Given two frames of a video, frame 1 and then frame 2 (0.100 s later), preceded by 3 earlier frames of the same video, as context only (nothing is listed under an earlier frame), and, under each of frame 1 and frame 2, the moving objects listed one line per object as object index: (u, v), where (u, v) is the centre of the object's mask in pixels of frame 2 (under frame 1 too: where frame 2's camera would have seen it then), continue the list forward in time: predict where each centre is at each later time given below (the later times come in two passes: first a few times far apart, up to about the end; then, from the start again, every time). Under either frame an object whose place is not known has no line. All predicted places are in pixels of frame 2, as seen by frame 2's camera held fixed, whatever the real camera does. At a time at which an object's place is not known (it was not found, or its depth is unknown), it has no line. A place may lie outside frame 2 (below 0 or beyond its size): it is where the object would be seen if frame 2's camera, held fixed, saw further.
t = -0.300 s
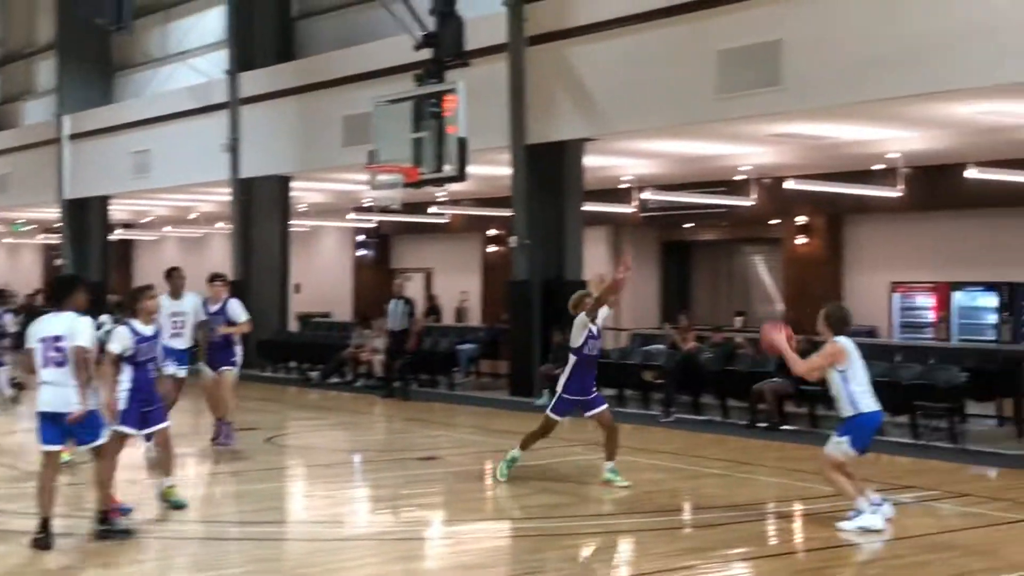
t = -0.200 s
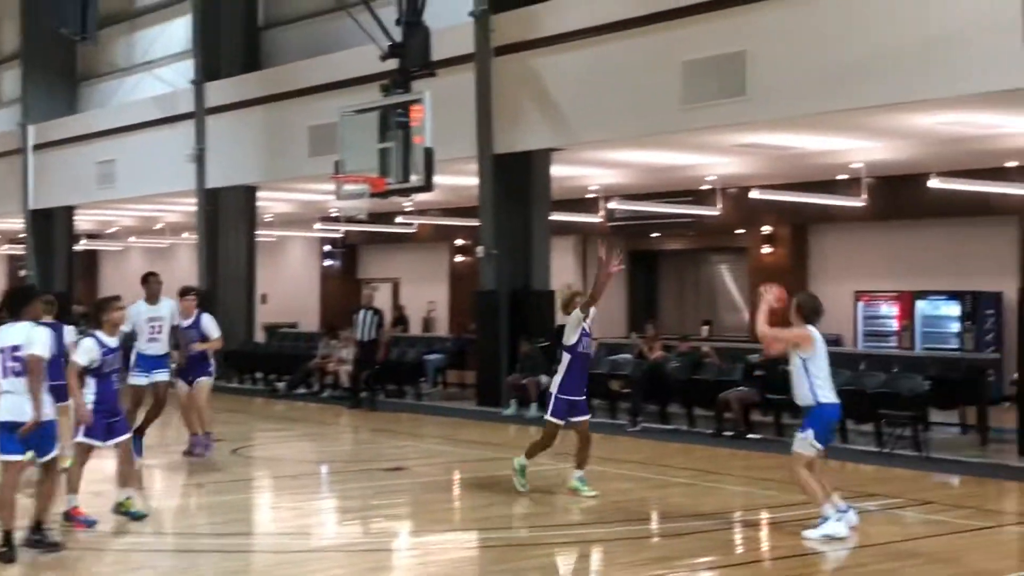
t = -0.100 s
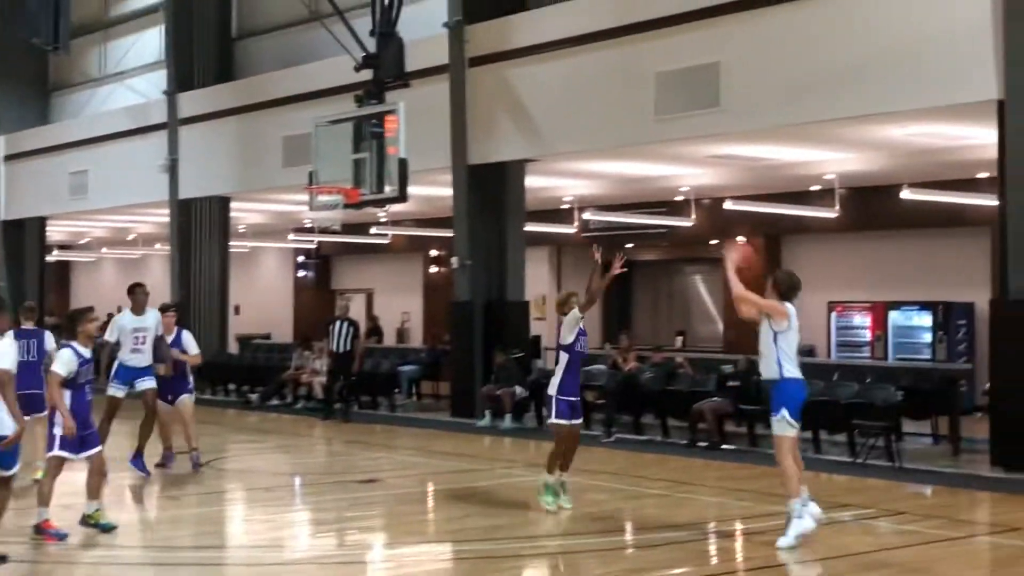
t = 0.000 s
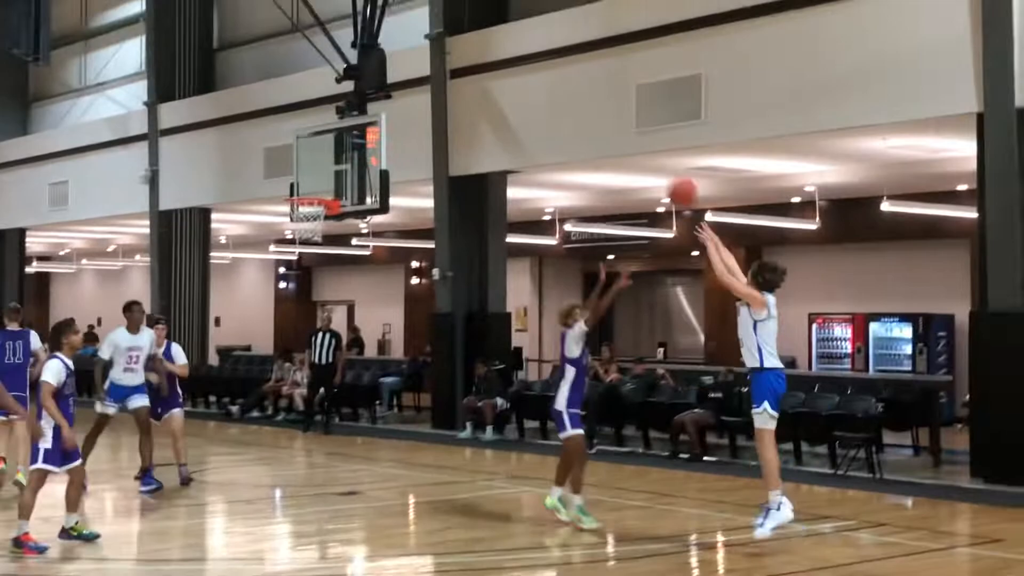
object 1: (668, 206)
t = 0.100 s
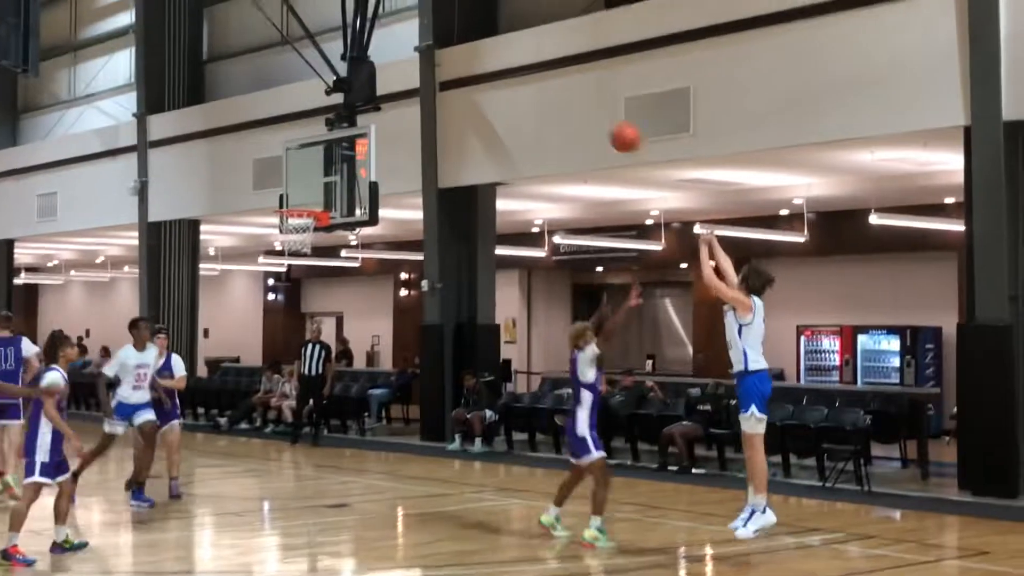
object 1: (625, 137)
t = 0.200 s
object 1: (584, 88)
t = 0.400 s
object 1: (512, 30)
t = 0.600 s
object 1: (448, 21)
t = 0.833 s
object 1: (384, 58)
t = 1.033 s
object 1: (336, 124)
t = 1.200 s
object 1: (303, 200)
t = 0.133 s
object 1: (611, 119)
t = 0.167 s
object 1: (598, 103)
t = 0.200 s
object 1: (584, 88)
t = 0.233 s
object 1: (571, 74)
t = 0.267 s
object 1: (559, 63)
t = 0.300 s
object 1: (547, 54)
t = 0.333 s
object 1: (535, 44)
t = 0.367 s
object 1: (523, 36)
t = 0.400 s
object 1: (512, 30)
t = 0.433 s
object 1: (500, 25)
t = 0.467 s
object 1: (490, 23)
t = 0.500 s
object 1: (479, 21)
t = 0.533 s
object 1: (469, 20)
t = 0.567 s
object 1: (458, 19)
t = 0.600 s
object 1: (448, 21)
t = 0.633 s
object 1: (438, 23)
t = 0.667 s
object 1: (429, 28)
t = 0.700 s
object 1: (420, 31)
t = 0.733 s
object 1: (410, 37)
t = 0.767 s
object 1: (400, 43)
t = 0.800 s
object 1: (392, 50)
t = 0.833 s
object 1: (384, 58)
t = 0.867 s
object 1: (375, 68)
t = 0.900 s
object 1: (367, 77)
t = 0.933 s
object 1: (359, 89)
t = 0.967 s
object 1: (352, 100)
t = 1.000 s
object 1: (345, 113)
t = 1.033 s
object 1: (336, 124)
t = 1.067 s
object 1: (330, 138)
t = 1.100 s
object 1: (323, 153)
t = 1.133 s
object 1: (316, 168)
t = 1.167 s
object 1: (310, 184)
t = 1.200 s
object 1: (303, 200)
